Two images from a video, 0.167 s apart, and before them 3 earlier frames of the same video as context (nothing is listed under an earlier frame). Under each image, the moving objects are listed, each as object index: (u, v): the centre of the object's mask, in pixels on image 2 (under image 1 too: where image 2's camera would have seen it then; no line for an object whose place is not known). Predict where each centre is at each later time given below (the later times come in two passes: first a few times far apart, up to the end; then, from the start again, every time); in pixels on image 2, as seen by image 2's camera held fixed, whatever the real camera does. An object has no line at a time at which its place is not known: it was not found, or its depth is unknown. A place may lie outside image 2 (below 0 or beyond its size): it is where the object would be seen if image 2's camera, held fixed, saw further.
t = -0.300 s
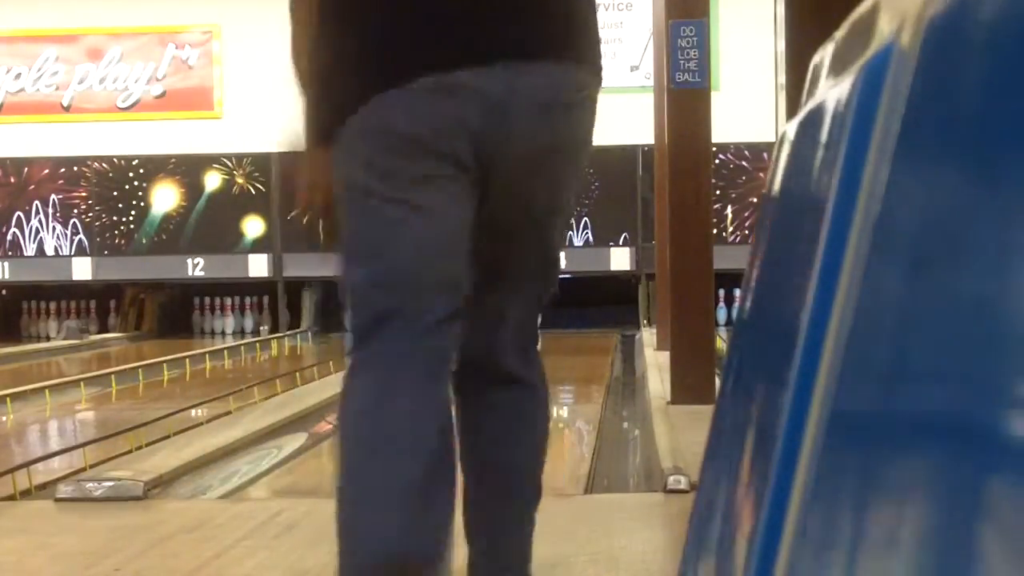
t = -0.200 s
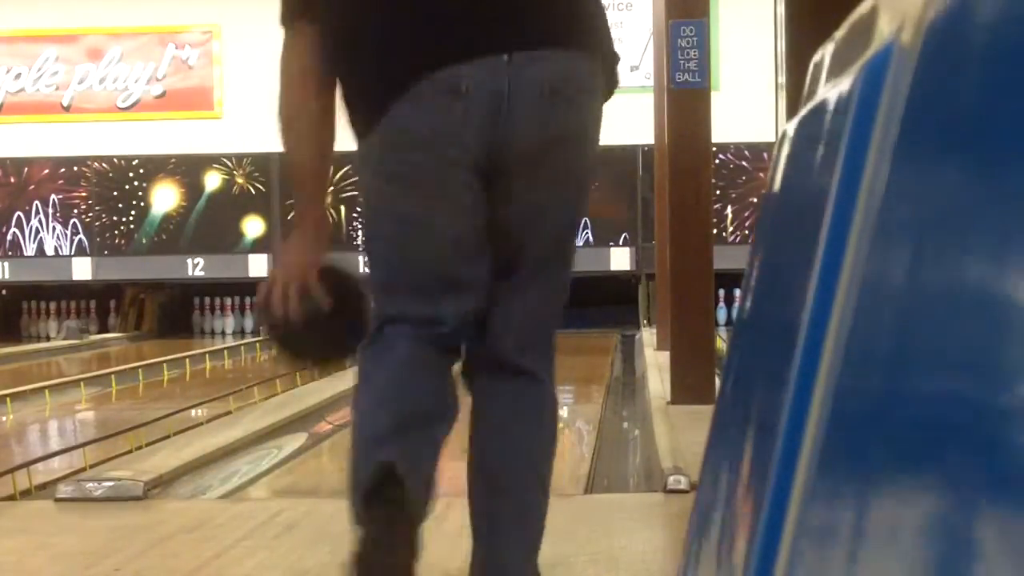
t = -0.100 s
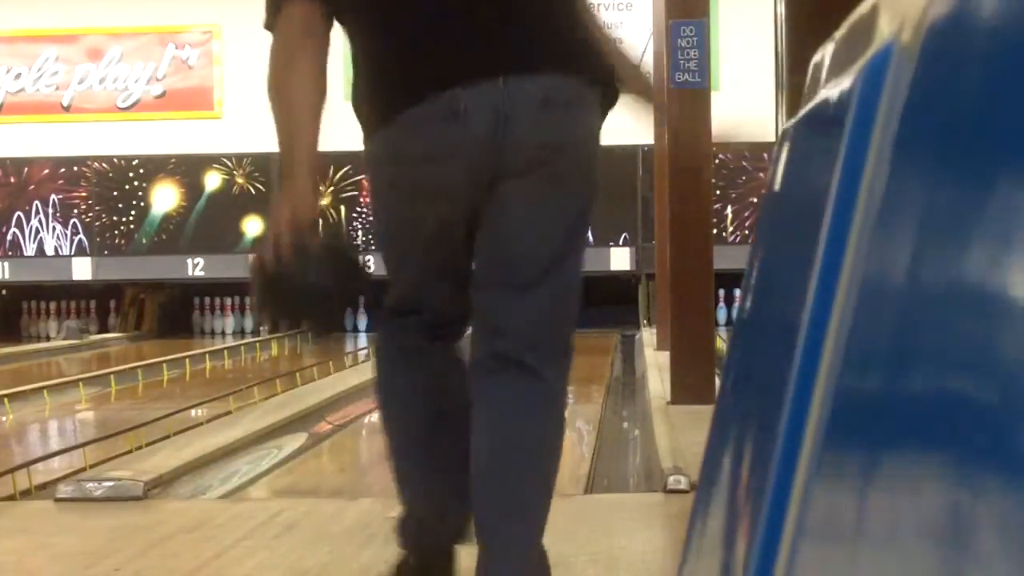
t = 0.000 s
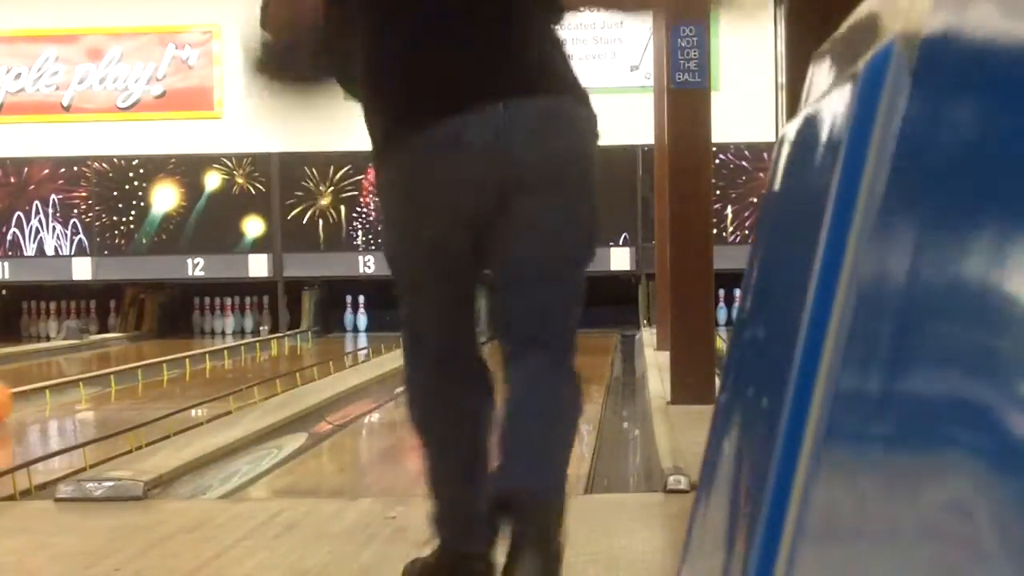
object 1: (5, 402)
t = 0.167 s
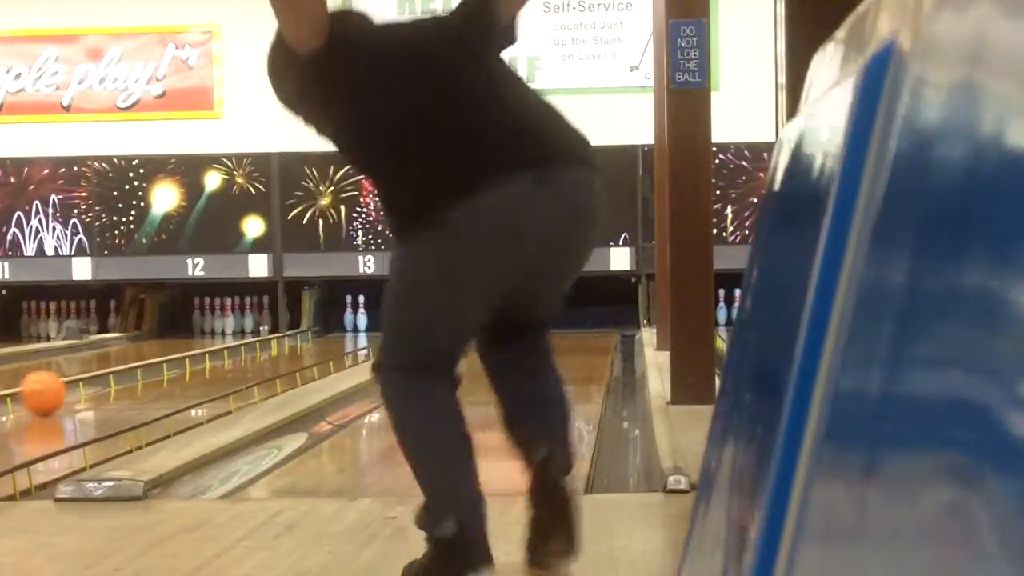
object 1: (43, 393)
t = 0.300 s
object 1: (80, 388)
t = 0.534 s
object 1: (139, 380)
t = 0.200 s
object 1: (52, 392)
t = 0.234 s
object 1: (62, 390)
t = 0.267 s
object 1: (71, 389)
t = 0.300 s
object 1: (80, 388)
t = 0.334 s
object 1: (89, 386)
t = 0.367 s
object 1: (99, 385)
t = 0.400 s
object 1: (106, 384)
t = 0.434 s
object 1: (115, 383)
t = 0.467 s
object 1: (124, 382)
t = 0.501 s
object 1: (132, 381)
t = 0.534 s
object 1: (139, 380)
